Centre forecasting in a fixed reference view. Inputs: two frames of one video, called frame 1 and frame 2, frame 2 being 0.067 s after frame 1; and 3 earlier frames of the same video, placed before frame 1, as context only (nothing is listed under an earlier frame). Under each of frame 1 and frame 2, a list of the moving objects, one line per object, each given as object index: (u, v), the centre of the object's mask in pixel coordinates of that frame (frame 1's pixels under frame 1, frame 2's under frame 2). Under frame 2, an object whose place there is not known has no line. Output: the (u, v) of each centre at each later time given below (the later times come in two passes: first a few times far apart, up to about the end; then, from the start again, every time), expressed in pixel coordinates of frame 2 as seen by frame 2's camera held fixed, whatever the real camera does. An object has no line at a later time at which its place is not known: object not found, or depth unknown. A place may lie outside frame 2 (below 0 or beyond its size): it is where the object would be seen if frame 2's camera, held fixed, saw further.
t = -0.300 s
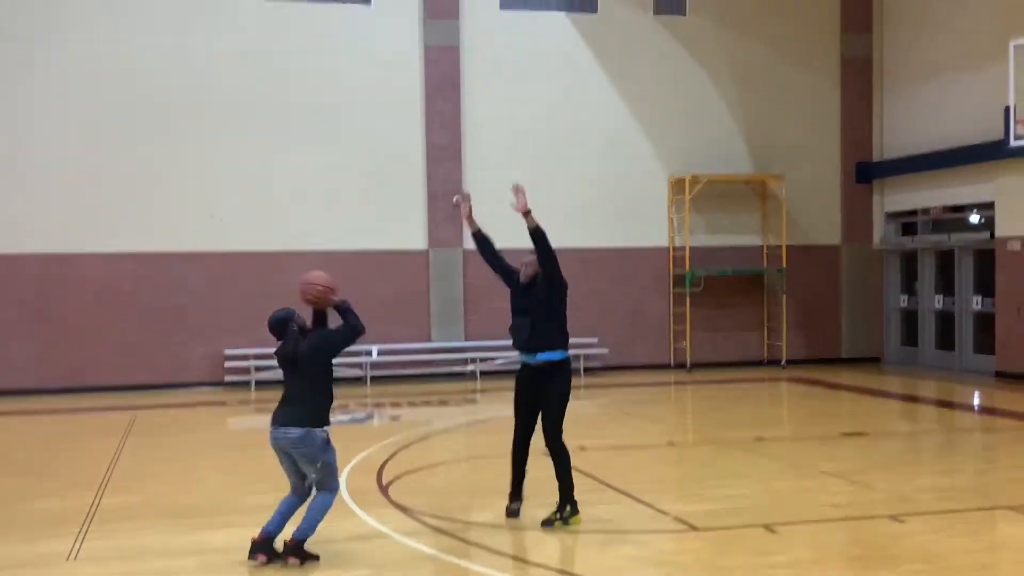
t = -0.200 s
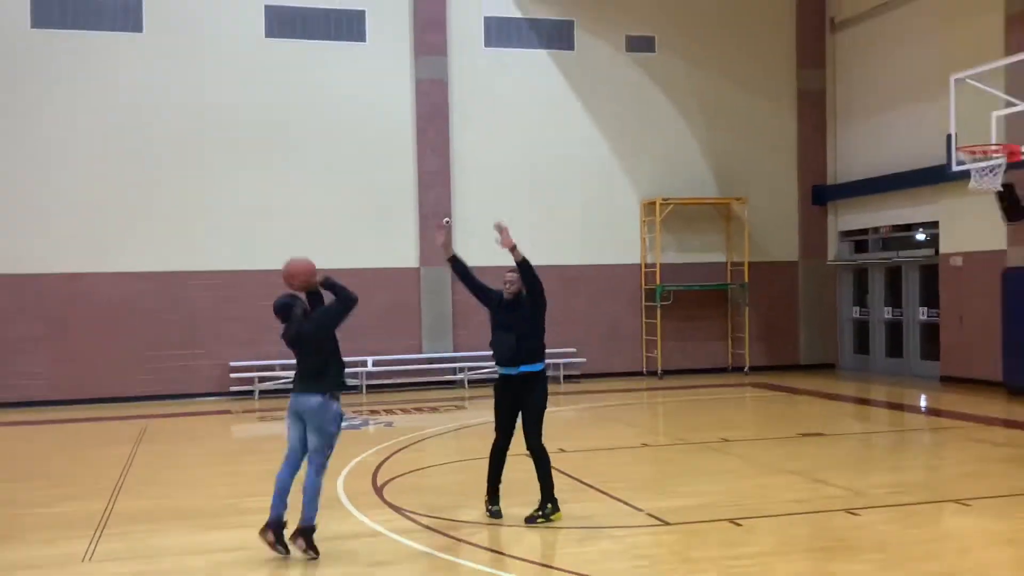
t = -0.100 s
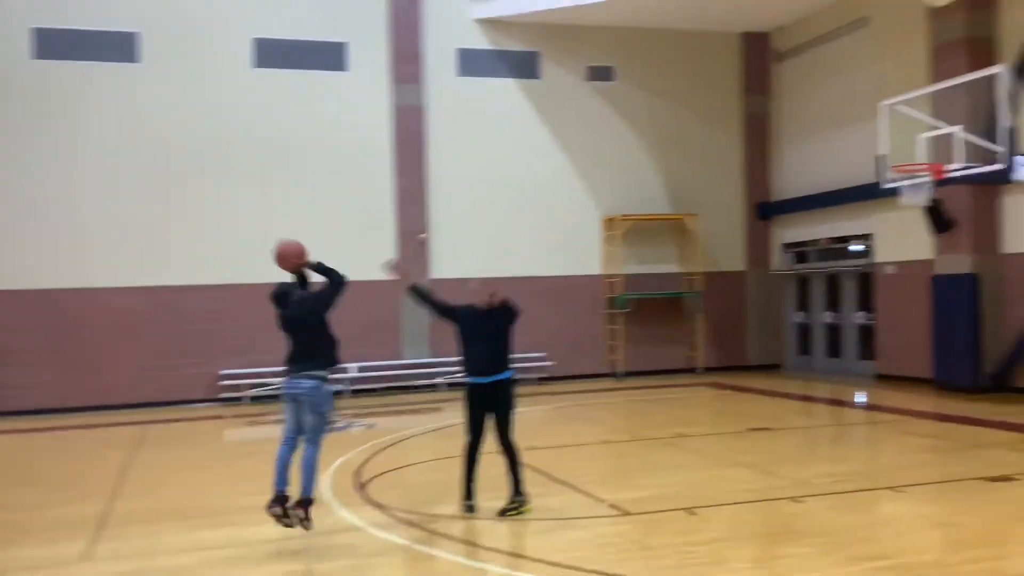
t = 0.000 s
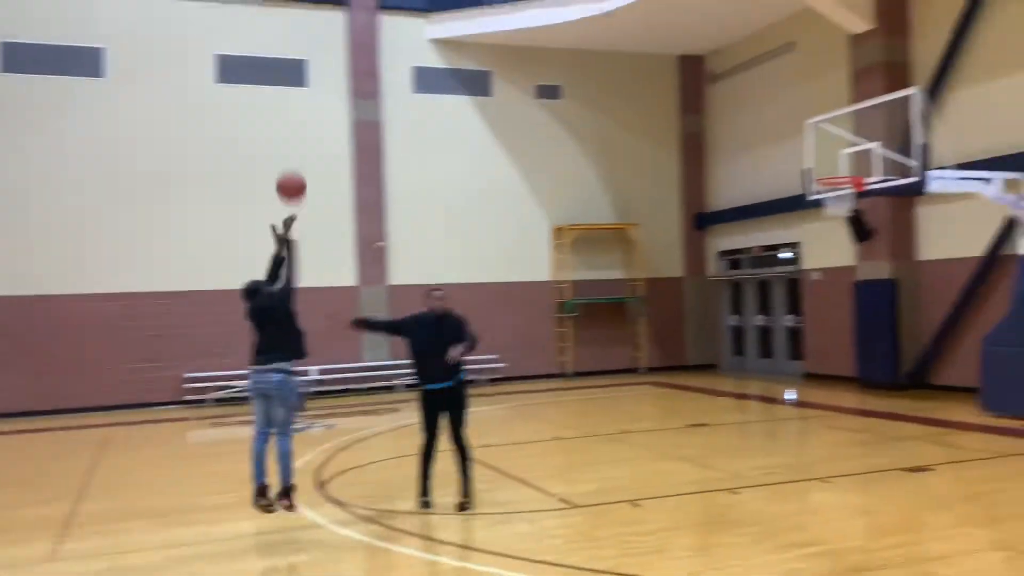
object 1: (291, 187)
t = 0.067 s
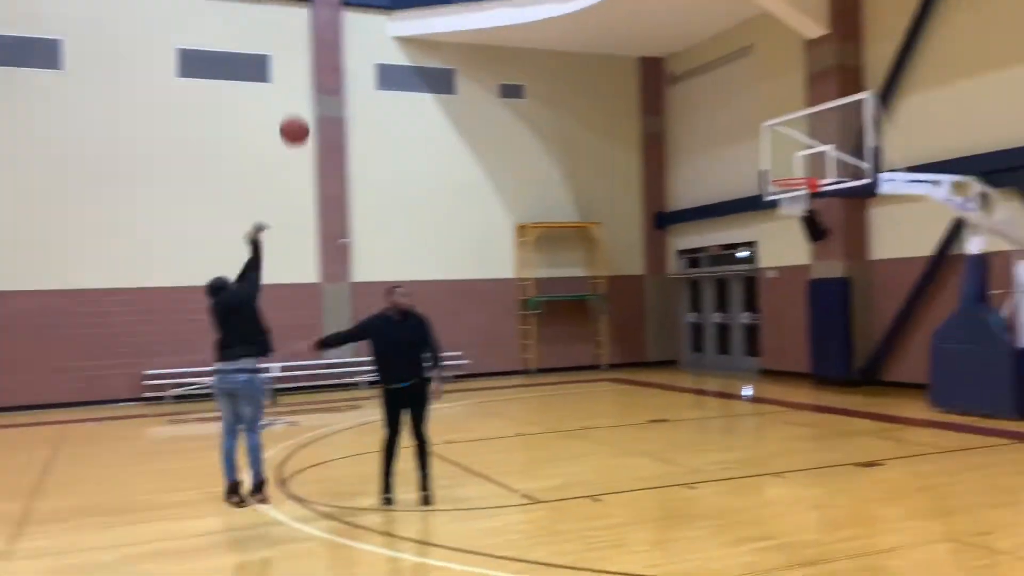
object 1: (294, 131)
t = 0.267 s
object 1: (407, 26)
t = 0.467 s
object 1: (508, -17)
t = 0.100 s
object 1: (313, 108)
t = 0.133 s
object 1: (332, 86)
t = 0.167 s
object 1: (351, 67)
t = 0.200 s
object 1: (369, 49)
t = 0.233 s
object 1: (387, 35)
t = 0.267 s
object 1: (407, 26)
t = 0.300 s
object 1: (423, 10)
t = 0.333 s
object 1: (441, 0)
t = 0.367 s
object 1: (459, -5)
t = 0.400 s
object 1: (476, -9)
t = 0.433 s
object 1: (493, -13)
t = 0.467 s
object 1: (508, -17)
